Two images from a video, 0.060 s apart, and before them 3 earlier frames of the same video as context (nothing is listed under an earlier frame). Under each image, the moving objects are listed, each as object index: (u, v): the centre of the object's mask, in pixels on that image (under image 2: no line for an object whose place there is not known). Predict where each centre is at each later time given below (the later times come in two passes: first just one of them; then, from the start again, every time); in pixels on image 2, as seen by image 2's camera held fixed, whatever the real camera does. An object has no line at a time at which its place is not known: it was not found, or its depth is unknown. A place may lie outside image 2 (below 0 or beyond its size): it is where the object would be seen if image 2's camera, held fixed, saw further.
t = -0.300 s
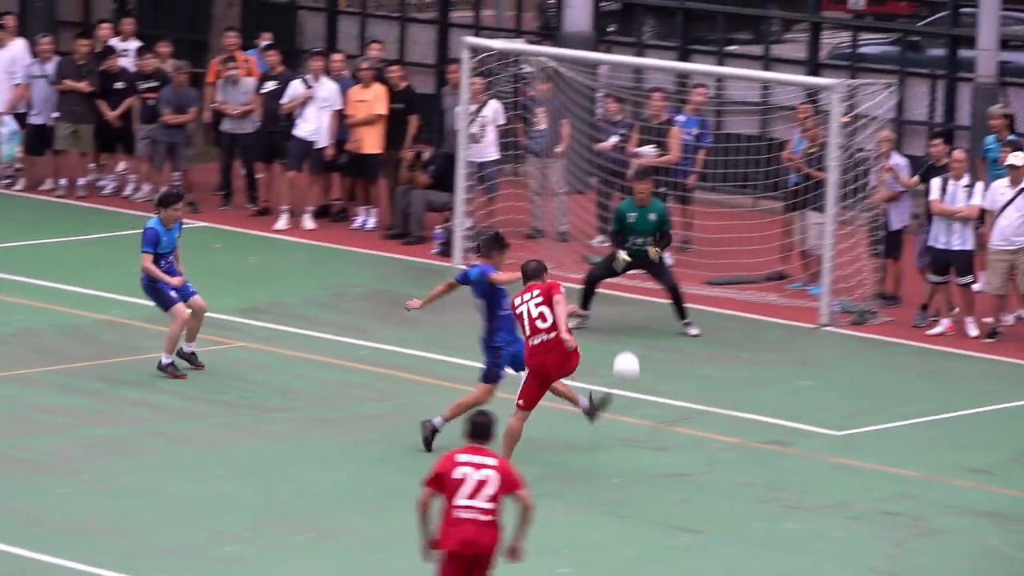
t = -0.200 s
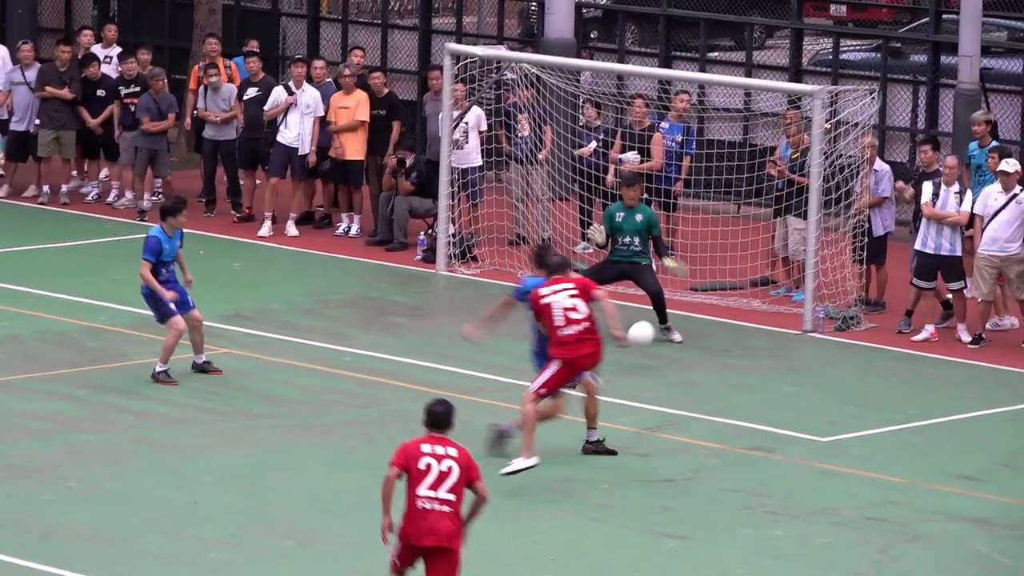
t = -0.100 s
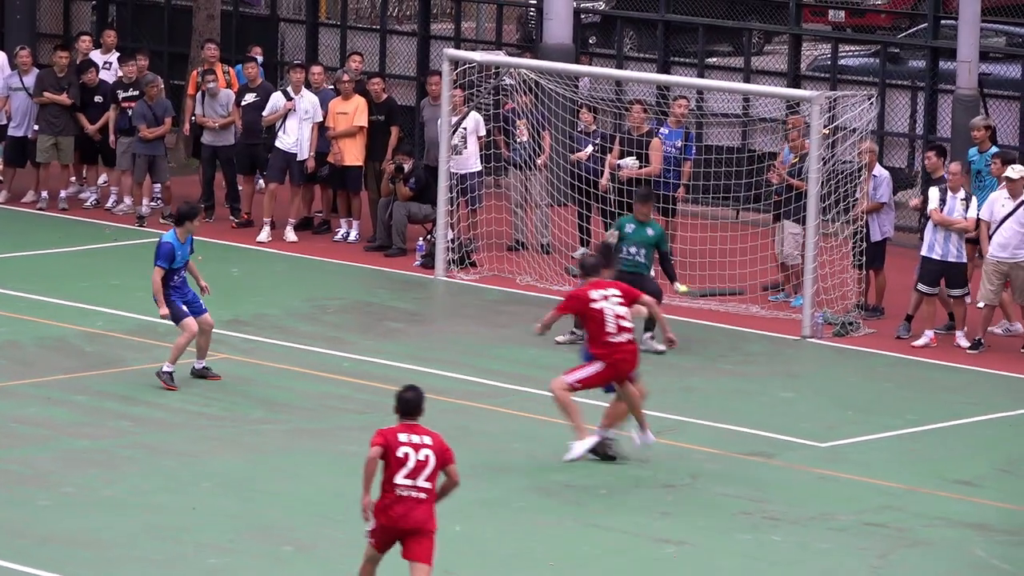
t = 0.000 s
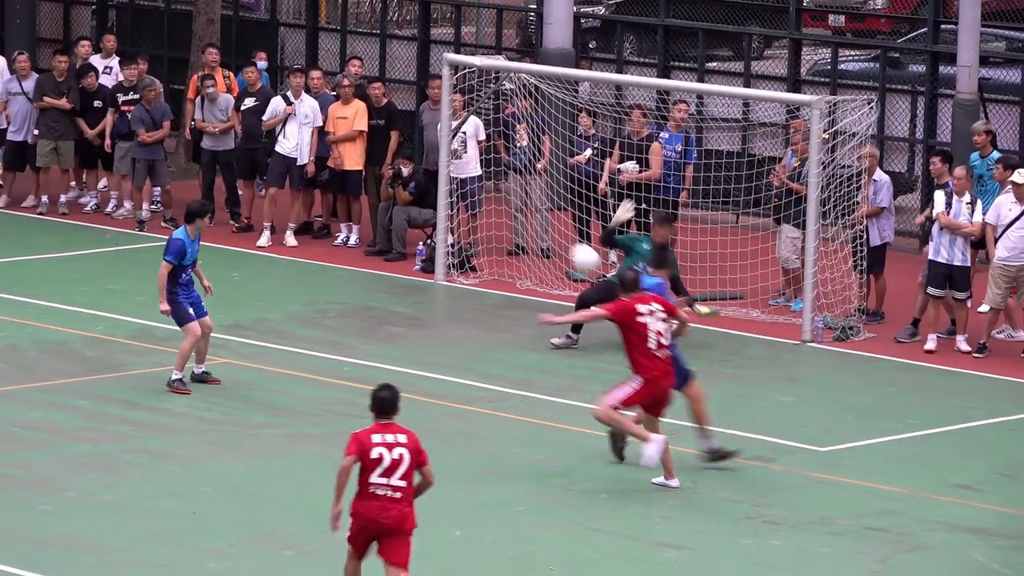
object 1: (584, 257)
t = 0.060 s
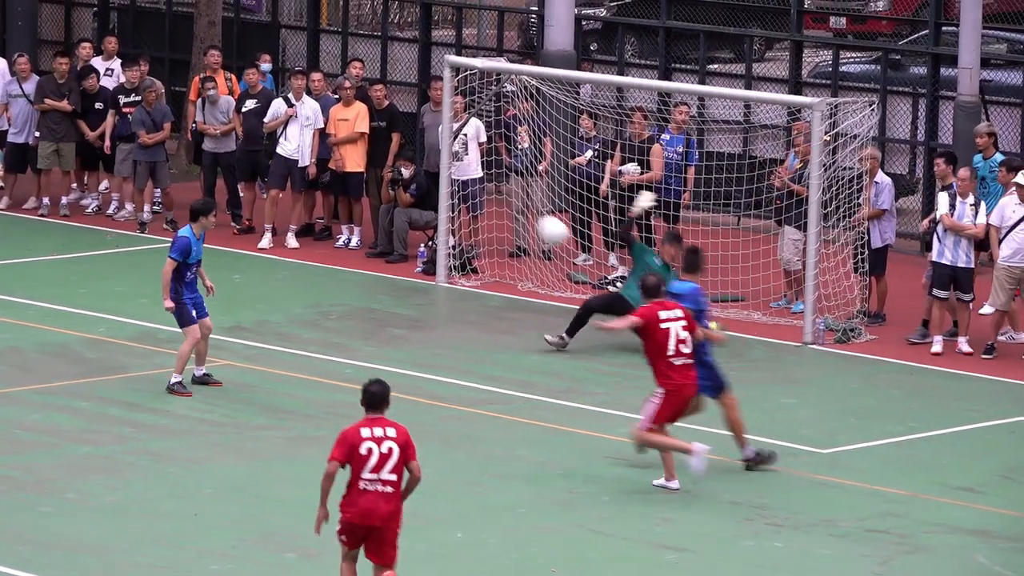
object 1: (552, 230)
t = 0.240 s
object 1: (438, 153)
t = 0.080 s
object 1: (541, 221)
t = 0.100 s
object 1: (529, 212)
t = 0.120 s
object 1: (517, 202)
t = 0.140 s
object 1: (504, 194)
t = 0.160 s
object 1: (494, 187)
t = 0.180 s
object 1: (481, 178)
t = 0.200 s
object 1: (467, 169)
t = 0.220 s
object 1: (453, 161)
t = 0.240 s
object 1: (438, 153)
